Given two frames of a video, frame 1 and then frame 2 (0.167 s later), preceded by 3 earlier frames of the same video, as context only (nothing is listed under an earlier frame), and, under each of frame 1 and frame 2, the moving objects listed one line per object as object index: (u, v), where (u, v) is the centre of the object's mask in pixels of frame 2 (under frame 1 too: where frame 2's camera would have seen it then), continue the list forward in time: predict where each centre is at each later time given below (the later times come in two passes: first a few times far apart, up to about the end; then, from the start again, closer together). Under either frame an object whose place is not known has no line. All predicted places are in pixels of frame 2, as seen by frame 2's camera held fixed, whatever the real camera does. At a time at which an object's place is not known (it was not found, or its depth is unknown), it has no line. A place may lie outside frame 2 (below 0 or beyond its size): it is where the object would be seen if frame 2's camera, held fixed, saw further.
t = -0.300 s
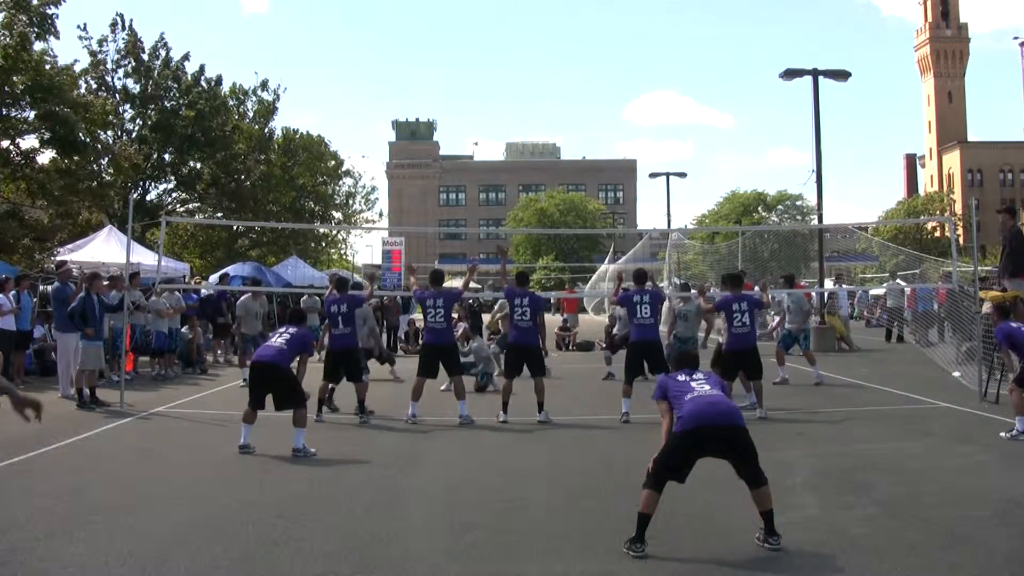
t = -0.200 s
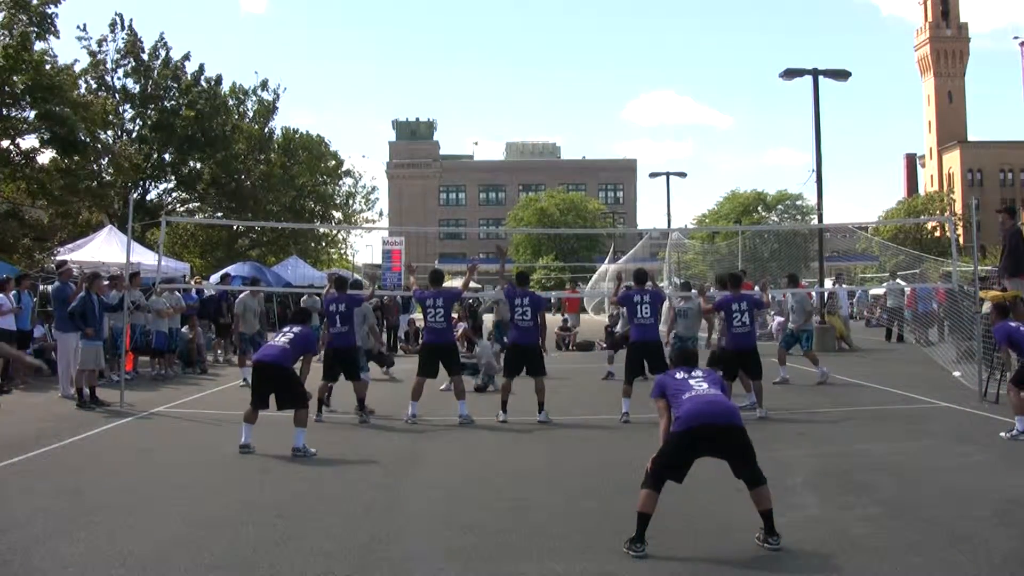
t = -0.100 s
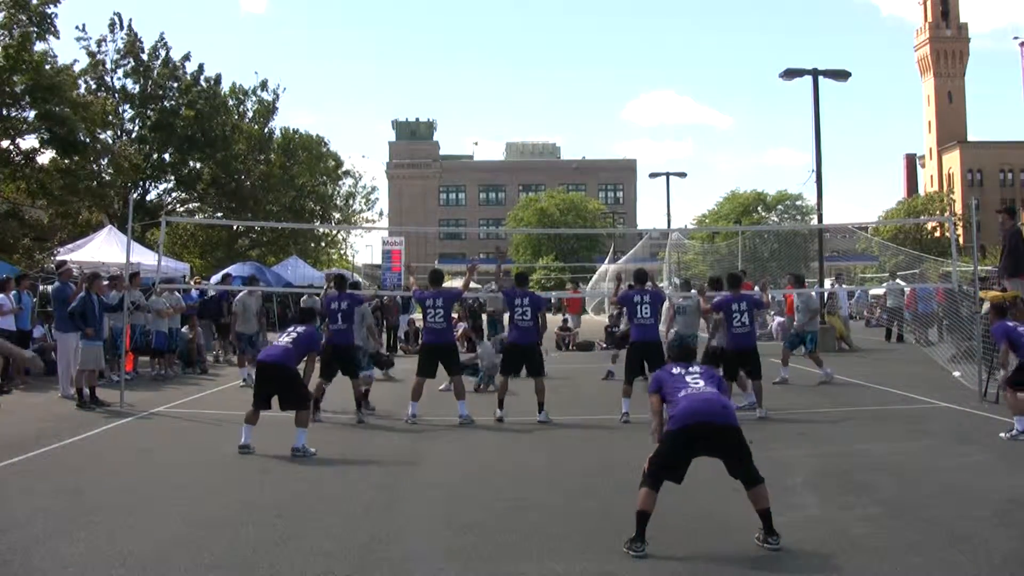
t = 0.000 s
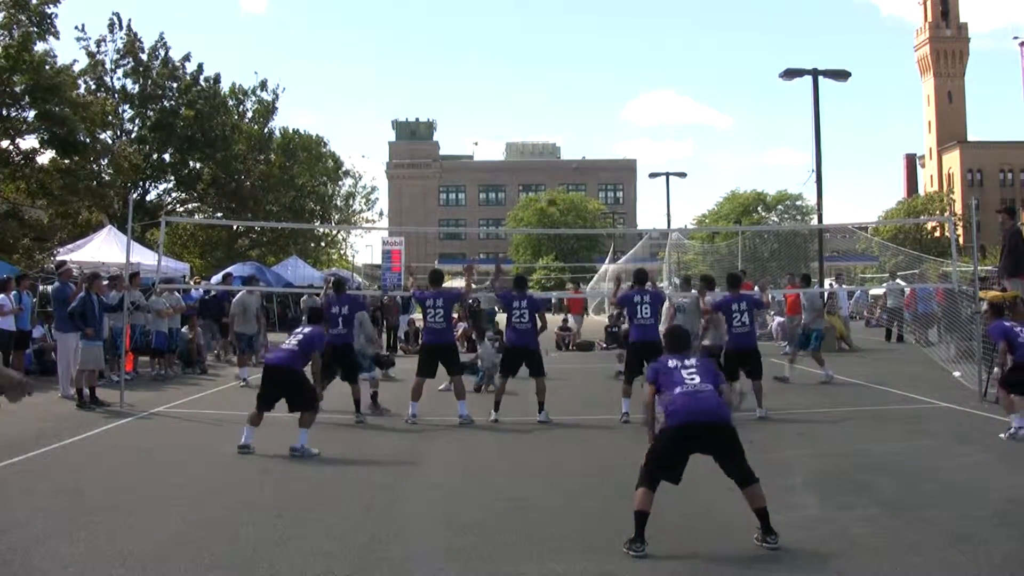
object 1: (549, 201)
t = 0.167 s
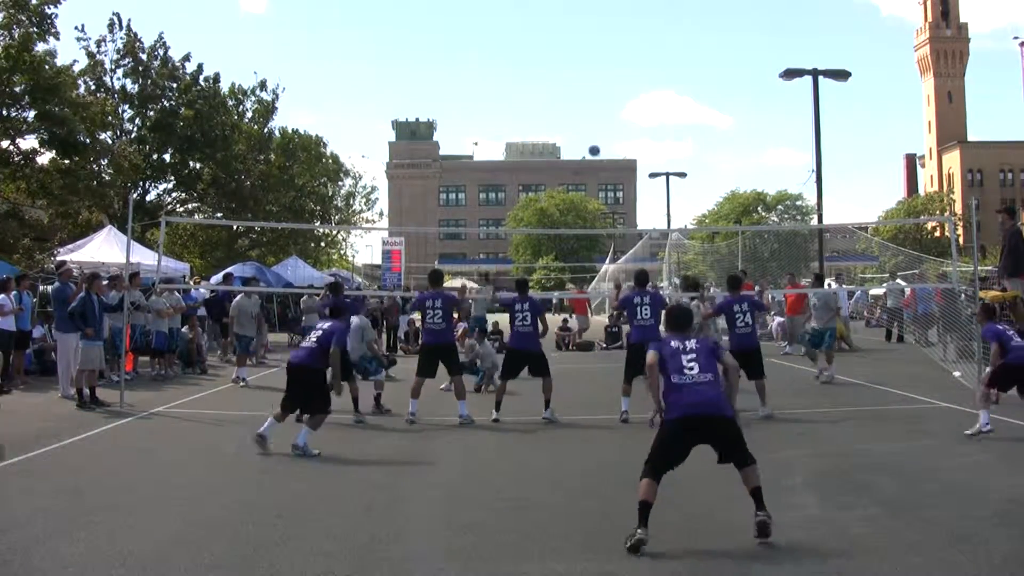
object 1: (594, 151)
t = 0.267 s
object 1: (621, 126)
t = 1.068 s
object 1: (896, 145)
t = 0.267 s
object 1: (621, 126)
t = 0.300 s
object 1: (631, 120)
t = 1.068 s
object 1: (896, 145)
